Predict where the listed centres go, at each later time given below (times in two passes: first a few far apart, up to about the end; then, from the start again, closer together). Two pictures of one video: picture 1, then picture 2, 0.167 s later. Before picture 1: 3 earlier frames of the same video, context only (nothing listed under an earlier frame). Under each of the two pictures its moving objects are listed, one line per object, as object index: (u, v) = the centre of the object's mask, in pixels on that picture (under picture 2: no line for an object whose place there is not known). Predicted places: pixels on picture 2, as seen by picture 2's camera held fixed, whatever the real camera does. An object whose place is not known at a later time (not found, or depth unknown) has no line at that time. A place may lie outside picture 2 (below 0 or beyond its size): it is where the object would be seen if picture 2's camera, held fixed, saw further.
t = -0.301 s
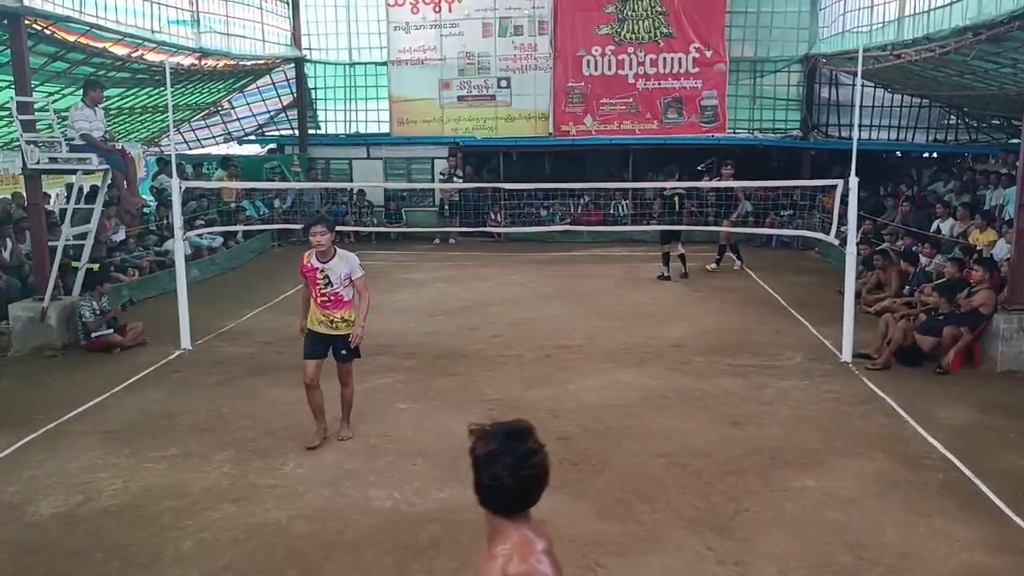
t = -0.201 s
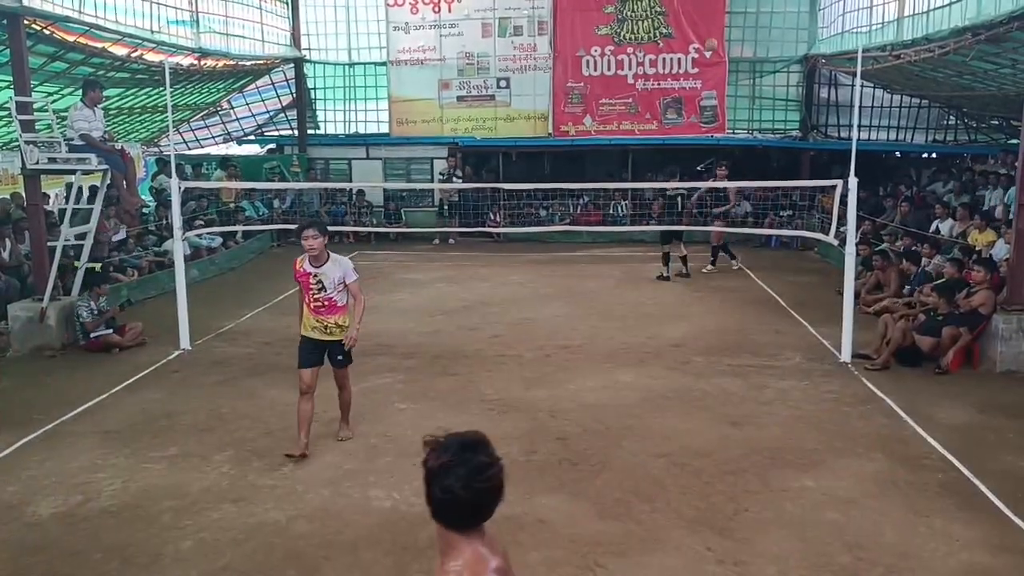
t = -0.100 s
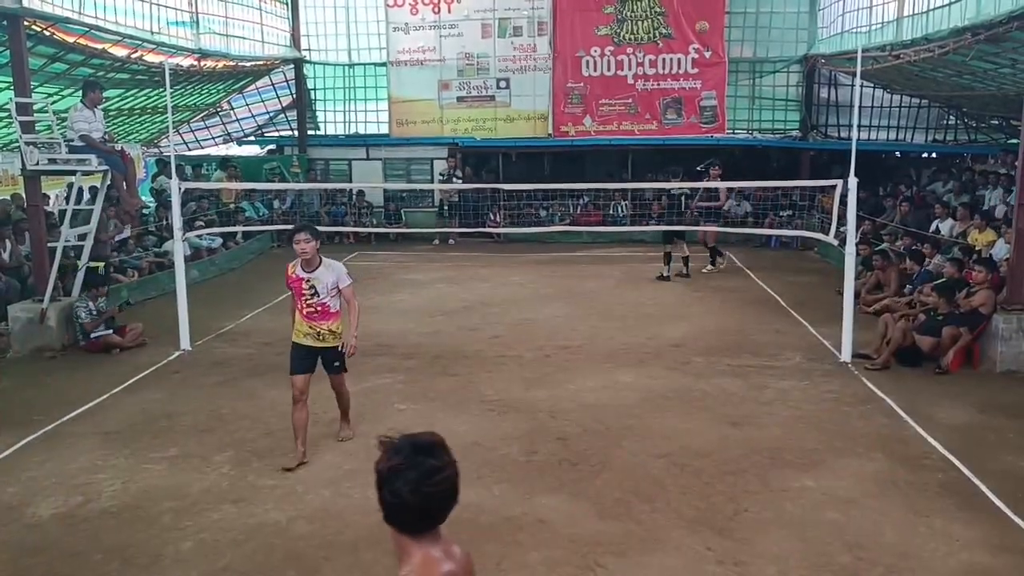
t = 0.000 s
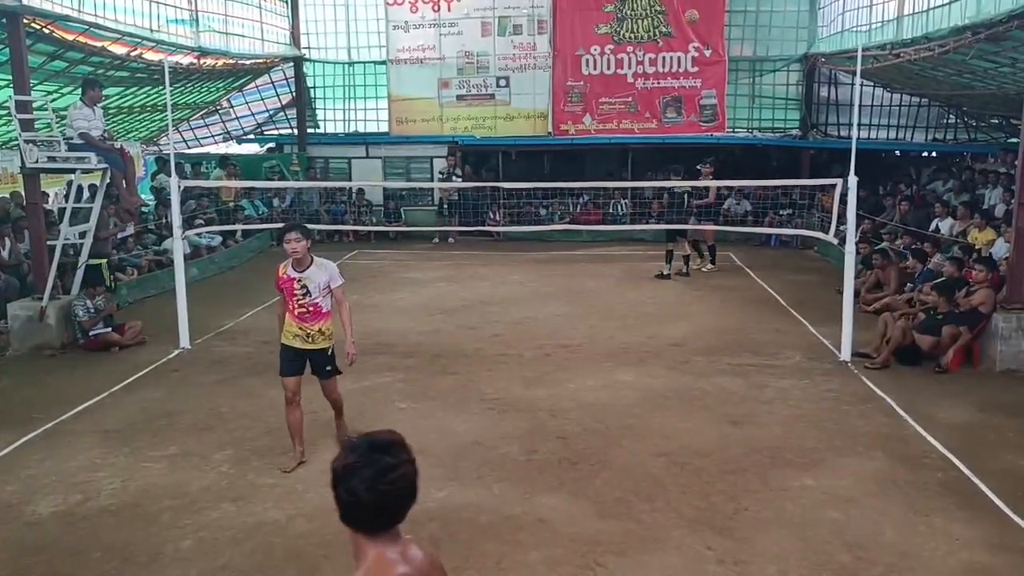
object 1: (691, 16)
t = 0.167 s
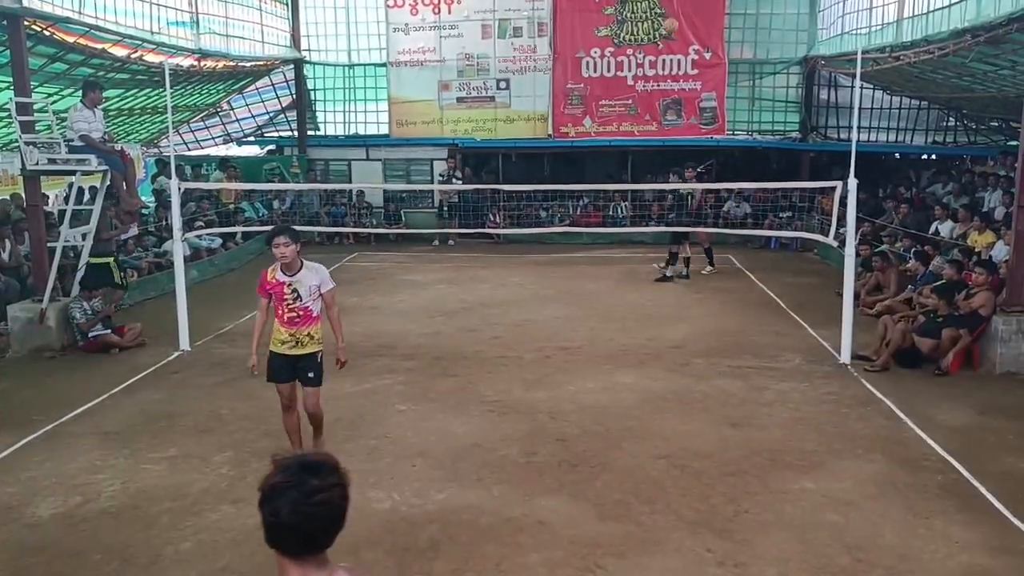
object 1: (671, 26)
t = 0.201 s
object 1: (666, 32)
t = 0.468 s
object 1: (617, 146)
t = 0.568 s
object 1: (593, 226)
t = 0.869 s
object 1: (517, 511)
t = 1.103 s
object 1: (489, 420)
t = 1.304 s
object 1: (452, 421)
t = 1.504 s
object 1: (399, 557)
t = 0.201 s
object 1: (666, 32)
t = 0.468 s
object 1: (617, 146)
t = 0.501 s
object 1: (609, 169)
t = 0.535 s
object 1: (602, 197)
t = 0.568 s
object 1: (593, 226)
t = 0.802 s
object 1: (525, 539)
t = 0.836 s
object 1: (521, 530)
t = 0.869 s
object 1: (517, 511)
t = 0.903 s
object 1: (514, 494)
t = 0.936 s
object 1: (511, 478)
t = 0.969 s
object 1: (507, 462)
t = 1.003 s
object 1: (502, 449)
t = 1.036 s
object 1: (498, 437)
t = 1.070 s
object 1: (494, 428)
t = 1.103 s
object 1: (489, 420)
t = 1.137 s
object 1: (484, 413)
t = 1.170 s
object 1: (478, 409)
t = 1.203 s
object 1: (472, 408)
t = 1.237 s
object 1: (466, 409)
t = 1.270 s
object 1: (459, 413)
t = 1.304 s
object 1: (452, 421)
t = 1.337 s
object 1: (445, 433)
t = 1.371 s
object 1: (436, 449)
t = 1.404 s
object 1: (427, 469)
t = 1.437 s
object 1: (418, 494)
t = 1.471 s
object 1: (408, 525)
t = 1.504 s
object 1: (399, 557)
